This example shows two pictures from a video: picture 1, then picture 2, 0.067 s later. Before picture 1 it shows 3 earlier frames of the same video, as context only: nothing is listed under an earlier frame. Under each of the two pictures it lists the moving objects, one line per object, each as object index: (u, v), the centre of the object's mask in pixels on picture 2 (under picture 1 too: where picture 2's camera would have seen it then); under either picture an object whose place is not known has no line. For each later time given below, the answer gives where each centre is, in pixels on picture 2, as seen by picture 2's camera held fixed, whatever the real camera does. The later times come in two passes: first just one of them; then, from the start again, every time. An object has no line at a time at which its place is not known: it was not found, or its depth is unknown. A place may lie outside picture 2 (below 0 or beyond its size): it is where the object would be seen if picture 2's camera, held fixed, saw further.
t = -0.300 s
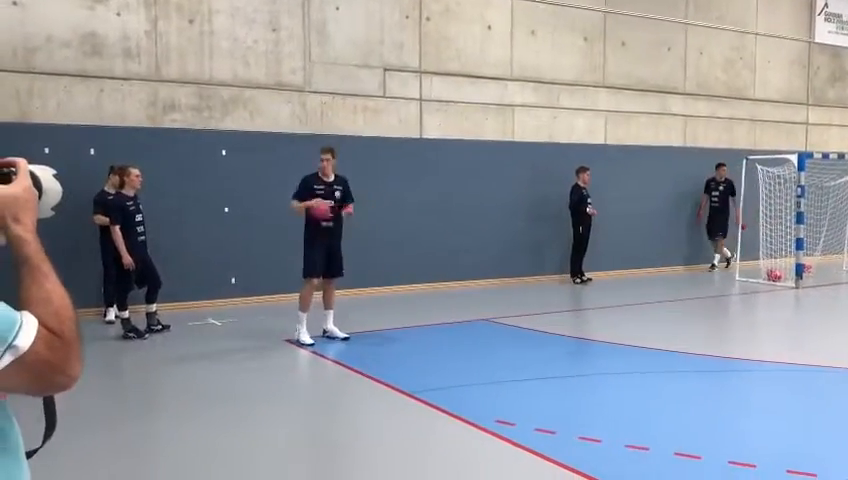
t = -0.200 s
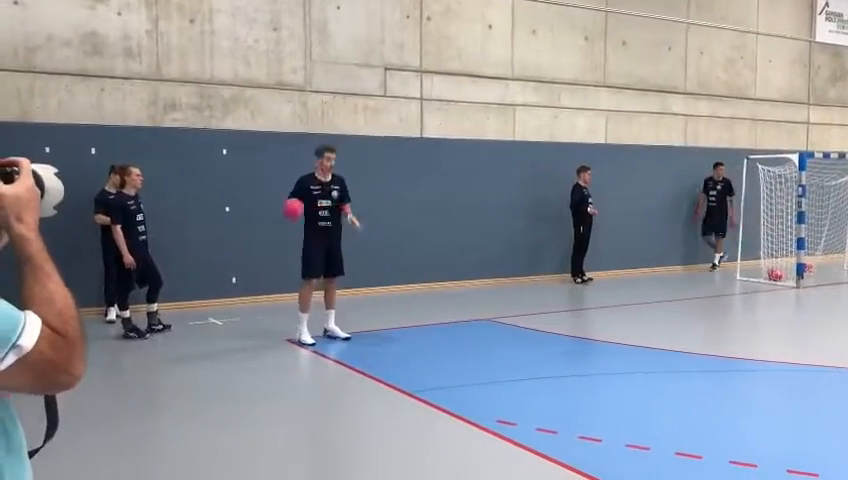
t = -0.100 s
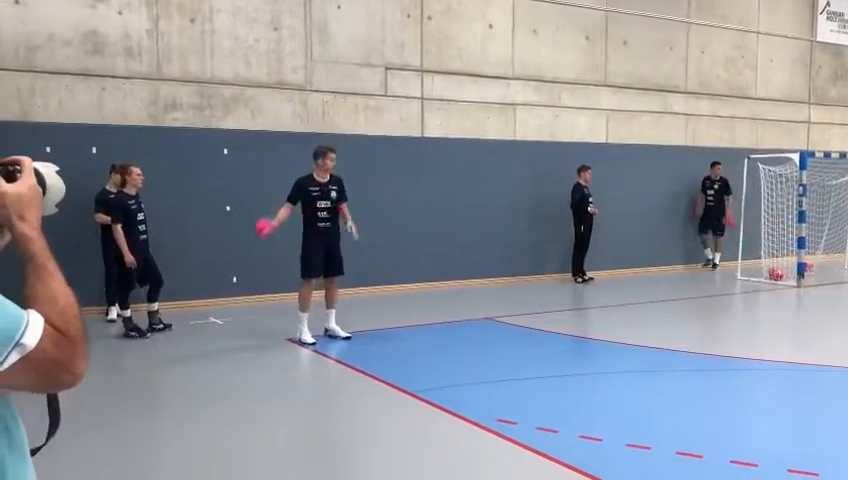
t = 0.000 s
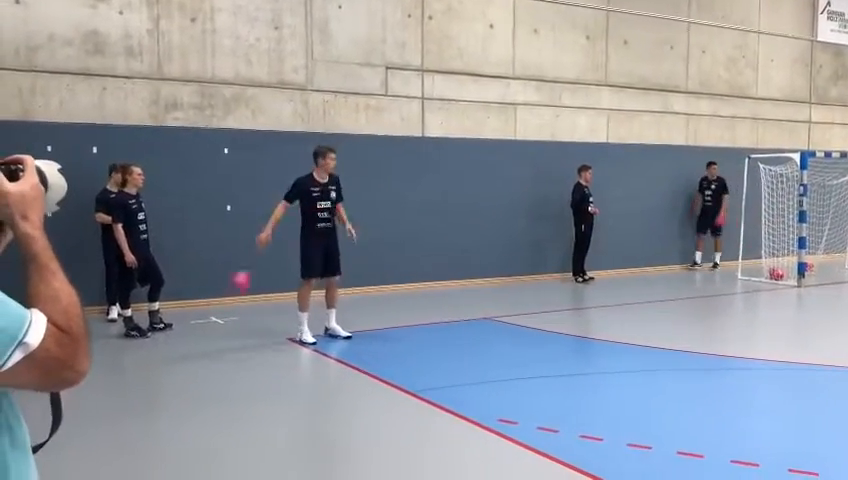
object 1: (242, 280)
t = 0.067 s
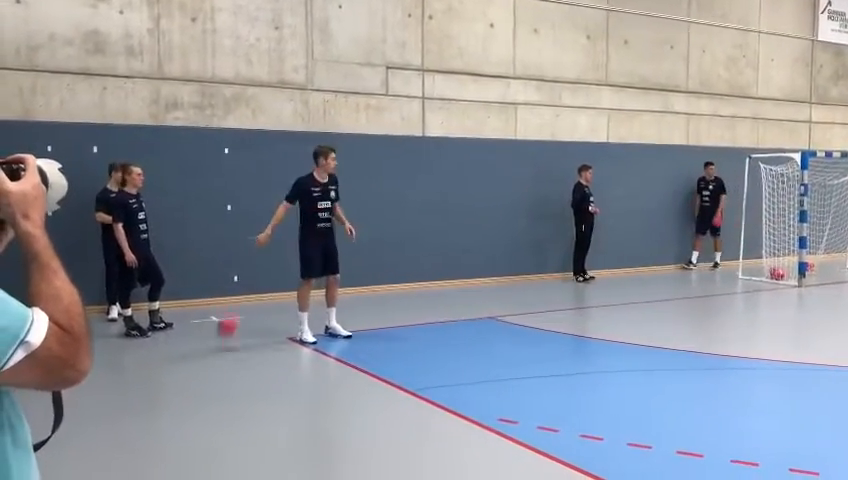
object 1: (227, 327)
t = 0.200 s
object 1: (214, 297)
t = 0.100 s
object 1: (221, 342)
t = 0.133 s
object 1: (219, 328)
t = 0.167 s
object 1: (217, 312)
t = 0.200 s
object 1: (214, 297)
